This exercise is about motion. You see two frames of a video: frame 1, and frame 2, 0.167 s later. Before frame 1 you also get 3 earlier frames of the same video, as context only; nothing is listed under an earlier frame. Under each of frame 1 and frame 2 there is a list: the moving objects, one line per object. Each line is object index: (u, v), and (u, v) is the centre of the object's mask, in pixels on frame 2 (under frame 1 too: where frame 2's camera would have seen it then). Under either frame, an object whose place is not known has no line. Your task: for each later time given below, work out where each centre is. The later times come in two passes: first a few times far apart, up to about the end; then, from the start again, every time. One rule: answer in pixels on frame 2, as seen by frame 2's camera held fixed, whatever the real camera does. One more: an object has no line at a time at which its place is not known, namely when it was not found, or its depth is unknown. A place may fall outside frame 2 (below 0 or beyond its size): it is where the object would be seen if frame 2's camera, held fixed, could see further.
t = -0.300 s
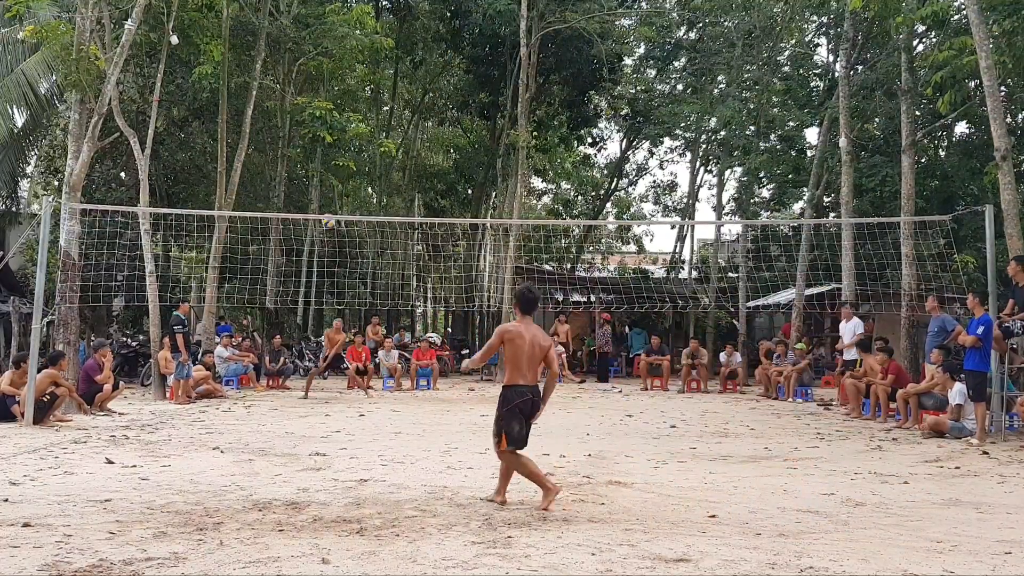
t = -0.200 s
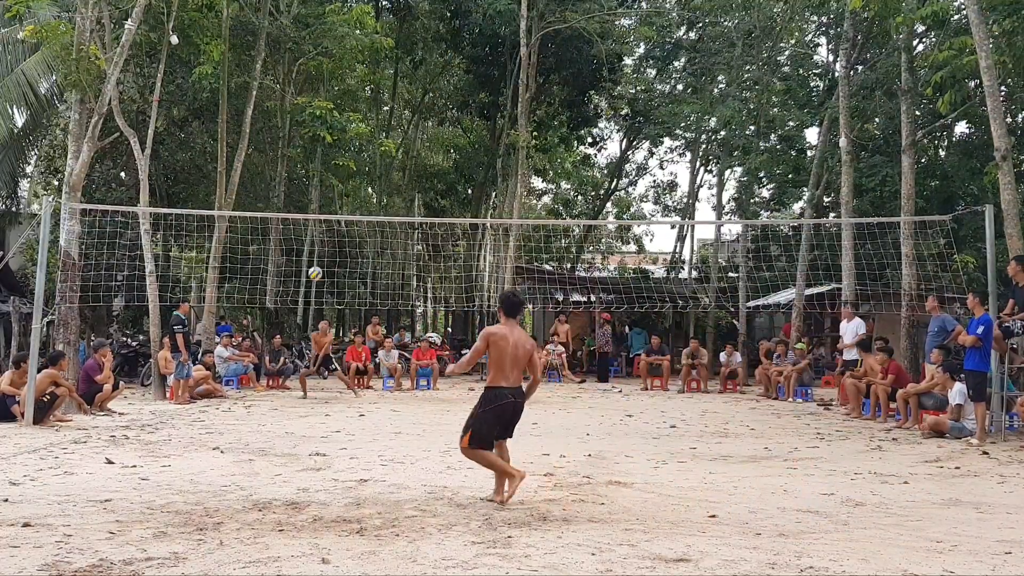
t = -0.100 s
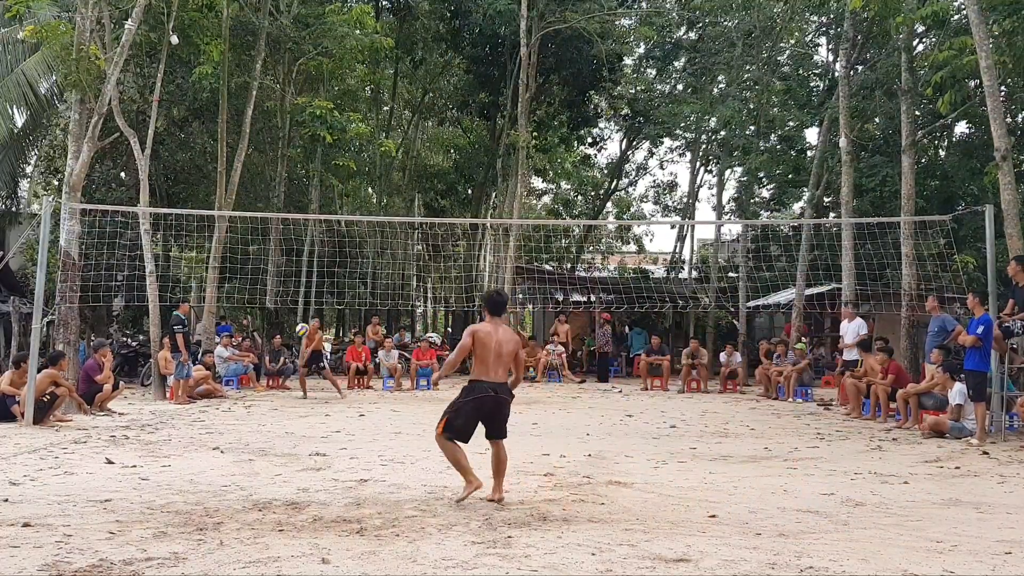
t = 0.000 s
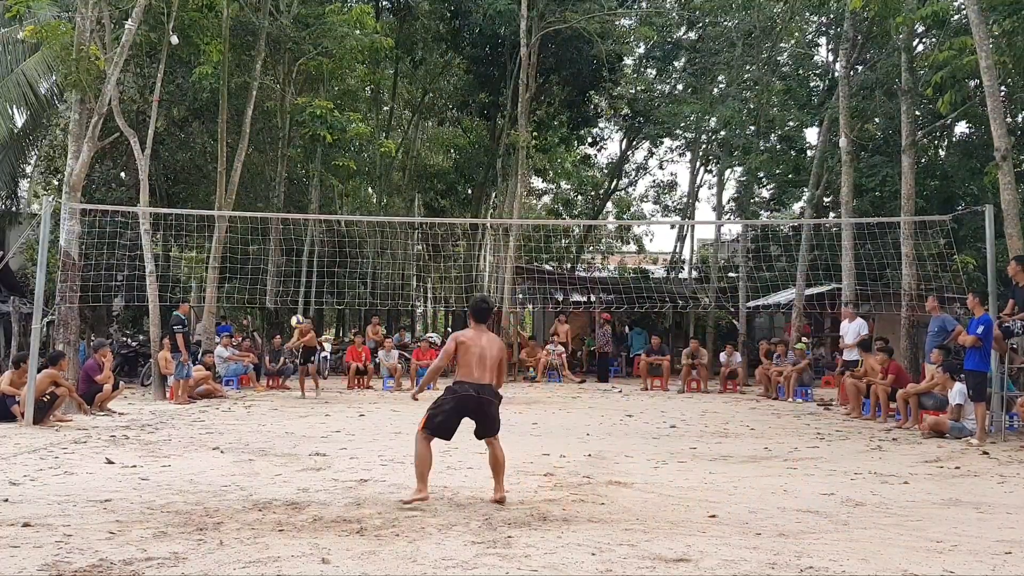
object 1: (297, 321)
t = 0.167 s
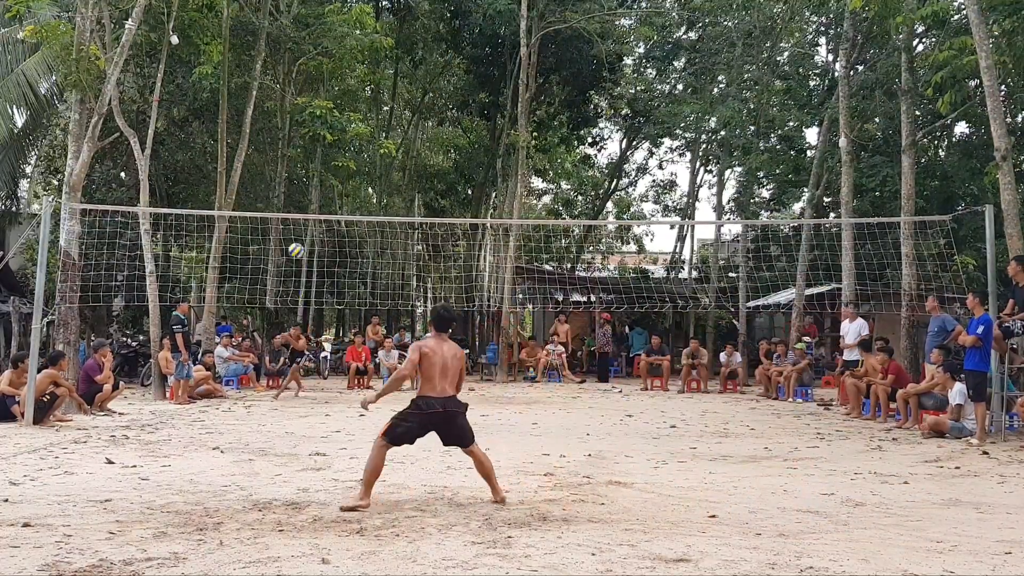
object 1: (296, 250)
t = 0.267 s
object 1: (294, 209)
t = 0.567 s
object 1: (283, 117)
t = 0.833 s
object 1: (265, 77)
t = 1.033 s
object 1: (243, 99)
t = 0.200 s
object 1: (295, 237)
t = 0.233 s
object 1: (294, 224)
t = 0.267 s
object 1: (294, 209)
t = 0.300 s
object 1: (293, 200)
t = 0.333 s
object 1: (292, 188)
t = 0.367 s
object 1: (291, 176)
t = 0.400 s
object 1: (290, 165)
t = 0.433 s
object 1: (289, 154)
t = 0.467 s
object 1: (287, 144)
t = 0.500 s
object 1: (286, 134)
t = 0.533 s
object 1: (285, 125)
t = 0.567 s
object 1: (283, 117)
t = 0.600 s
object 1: (281, 109)
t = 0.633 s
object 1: (279, 101)
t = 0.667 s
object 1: (277, 95)
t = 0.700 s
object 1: (275, 89)
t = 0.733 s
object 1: (273, 84)
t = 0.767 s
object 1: (270, 81)
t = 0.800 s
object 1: (267, 78)
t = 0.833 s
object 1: (265, 77)
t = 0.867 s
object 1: (261, 76)
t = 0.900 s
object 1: (258, 77)
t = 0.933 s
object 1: (255, 80)
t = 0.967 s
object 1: (251, 84)
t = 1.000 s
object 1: (247, 90)
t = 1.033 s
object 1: (243, 99)
